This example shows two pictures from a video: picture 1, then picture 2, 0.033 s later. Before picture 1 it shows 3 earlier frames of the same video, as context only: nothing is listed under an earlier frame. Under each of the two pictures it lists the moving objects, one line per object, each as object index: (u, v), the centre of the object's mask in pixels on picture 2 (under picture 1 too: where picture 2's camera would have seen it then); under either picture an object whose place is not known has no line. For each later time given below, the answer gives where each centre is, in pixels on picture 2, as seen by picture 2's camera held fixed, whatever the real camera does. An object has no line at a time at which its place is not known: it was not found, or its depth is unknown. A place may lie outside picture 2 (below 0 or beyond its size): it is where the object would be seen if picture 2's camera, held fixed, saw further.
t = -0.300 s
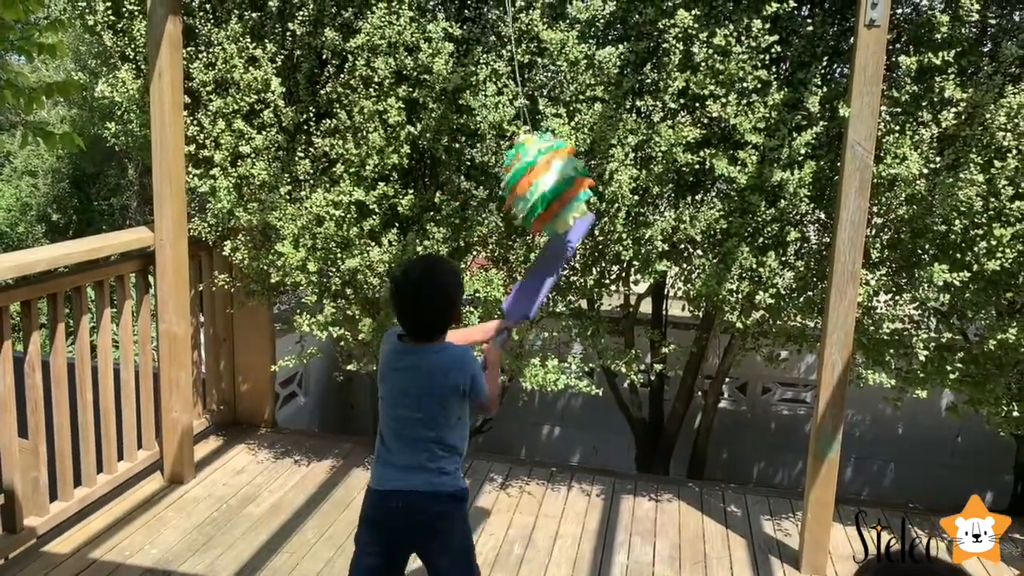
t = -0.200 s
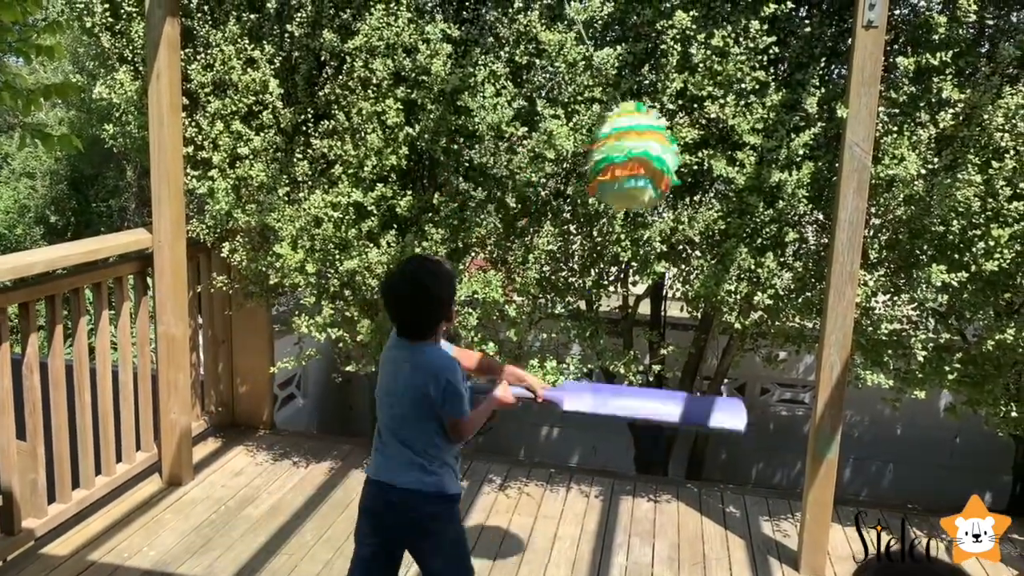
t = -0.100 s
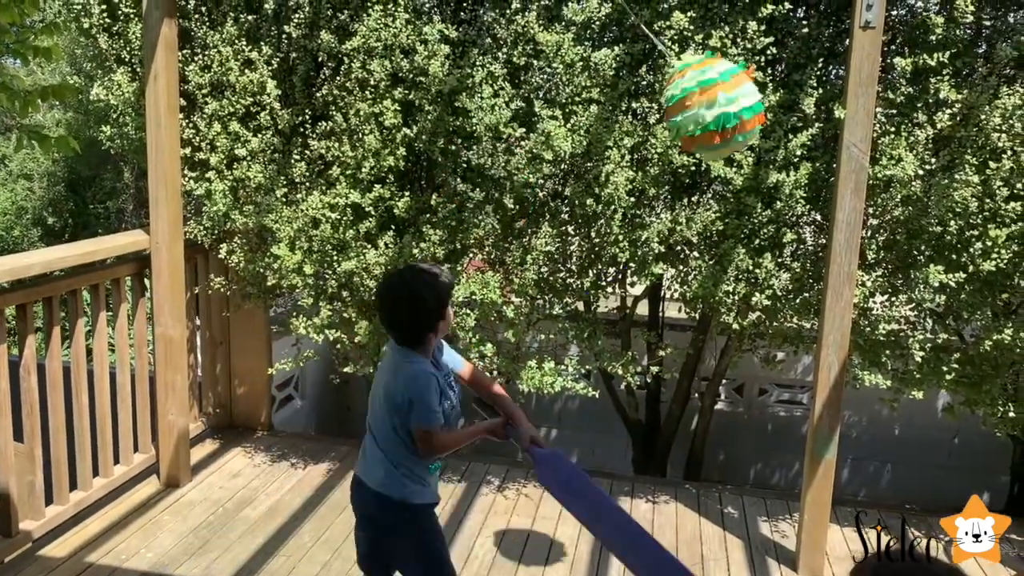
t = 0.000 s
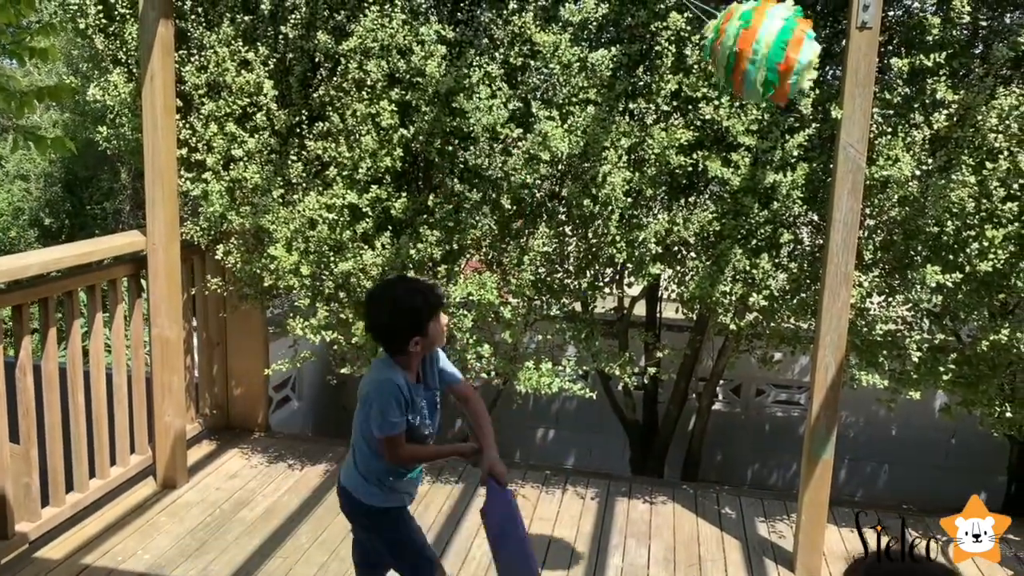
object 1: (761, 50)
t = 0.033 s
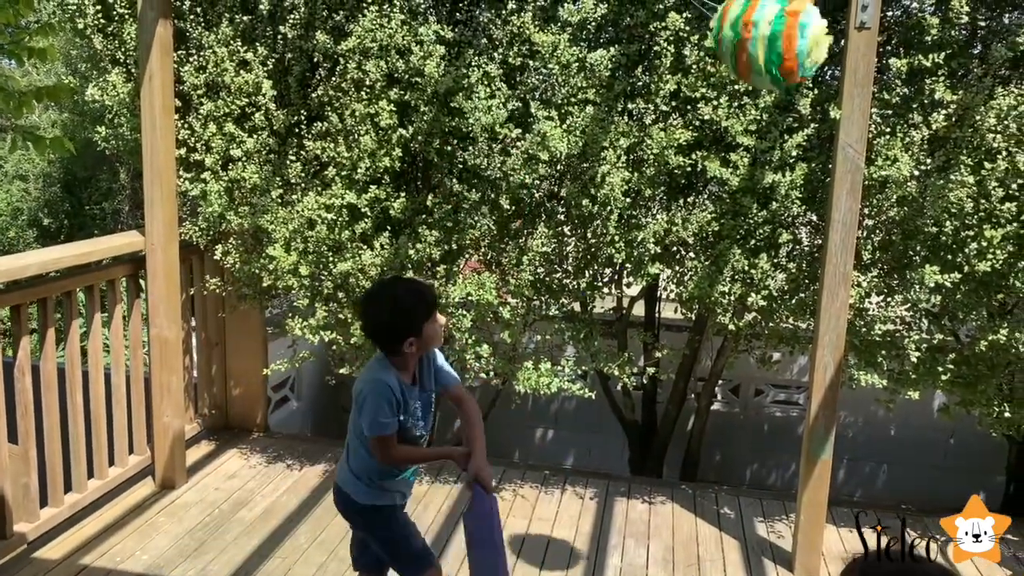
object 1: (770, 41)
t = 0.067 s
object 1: (778, 34)
